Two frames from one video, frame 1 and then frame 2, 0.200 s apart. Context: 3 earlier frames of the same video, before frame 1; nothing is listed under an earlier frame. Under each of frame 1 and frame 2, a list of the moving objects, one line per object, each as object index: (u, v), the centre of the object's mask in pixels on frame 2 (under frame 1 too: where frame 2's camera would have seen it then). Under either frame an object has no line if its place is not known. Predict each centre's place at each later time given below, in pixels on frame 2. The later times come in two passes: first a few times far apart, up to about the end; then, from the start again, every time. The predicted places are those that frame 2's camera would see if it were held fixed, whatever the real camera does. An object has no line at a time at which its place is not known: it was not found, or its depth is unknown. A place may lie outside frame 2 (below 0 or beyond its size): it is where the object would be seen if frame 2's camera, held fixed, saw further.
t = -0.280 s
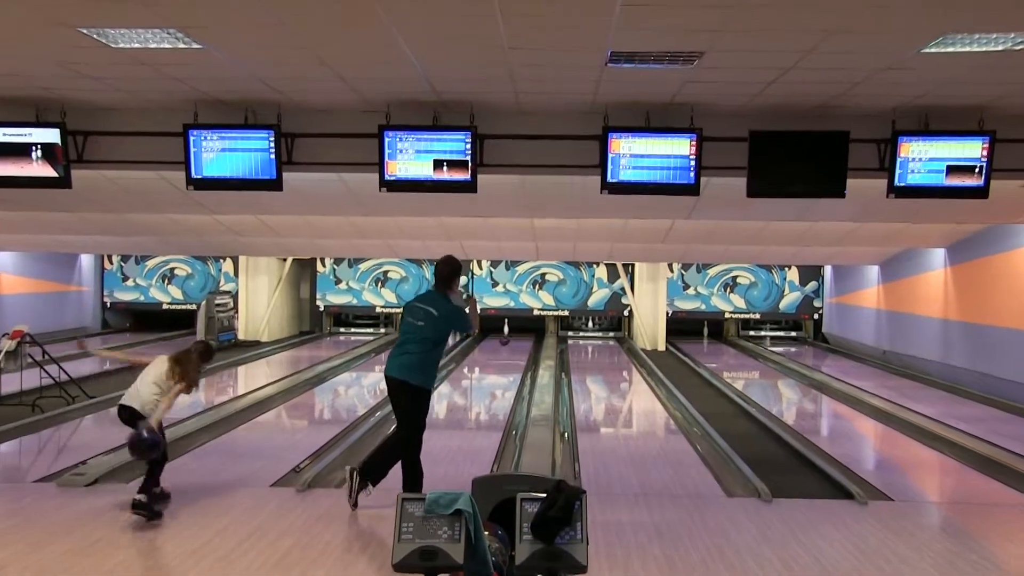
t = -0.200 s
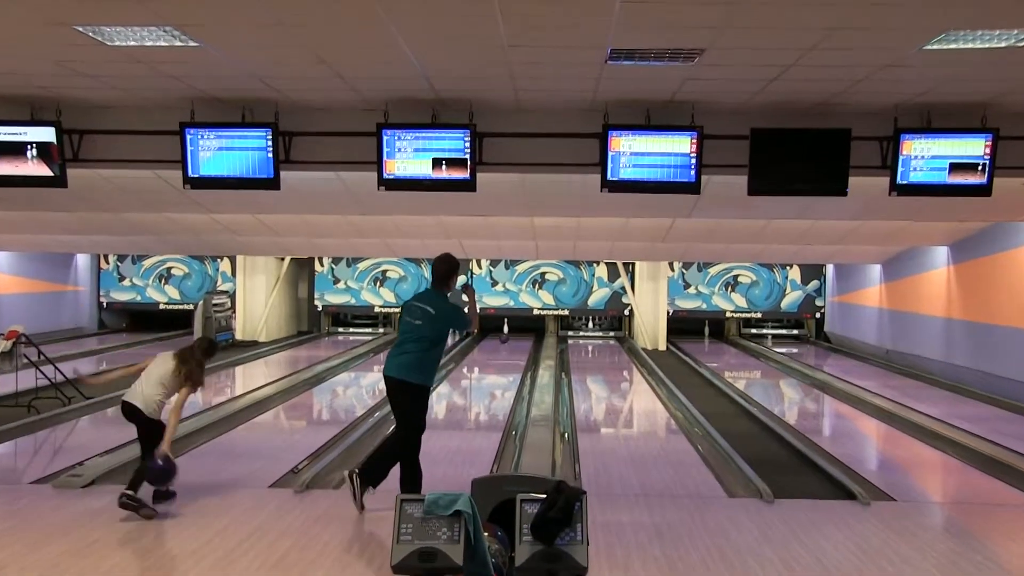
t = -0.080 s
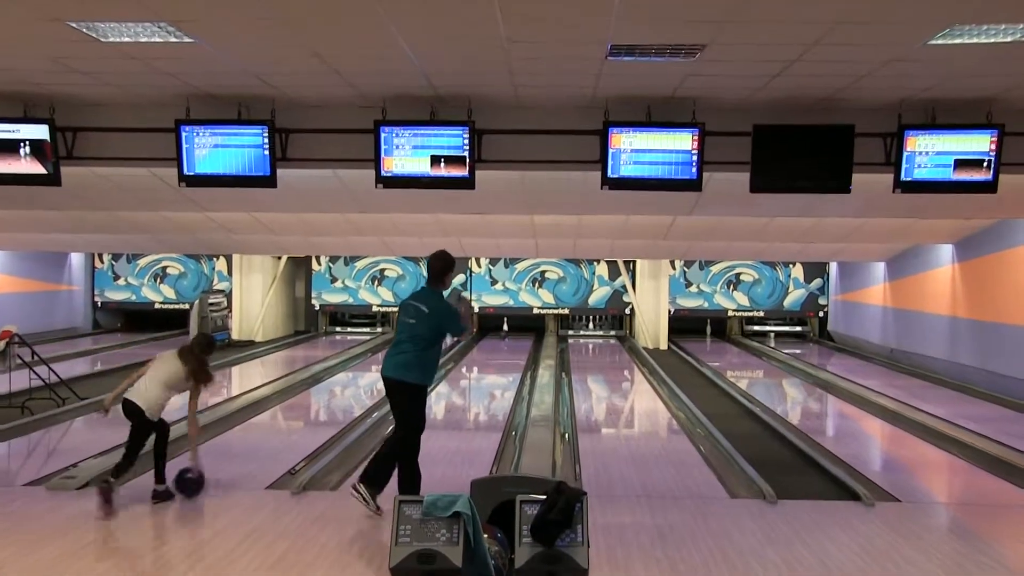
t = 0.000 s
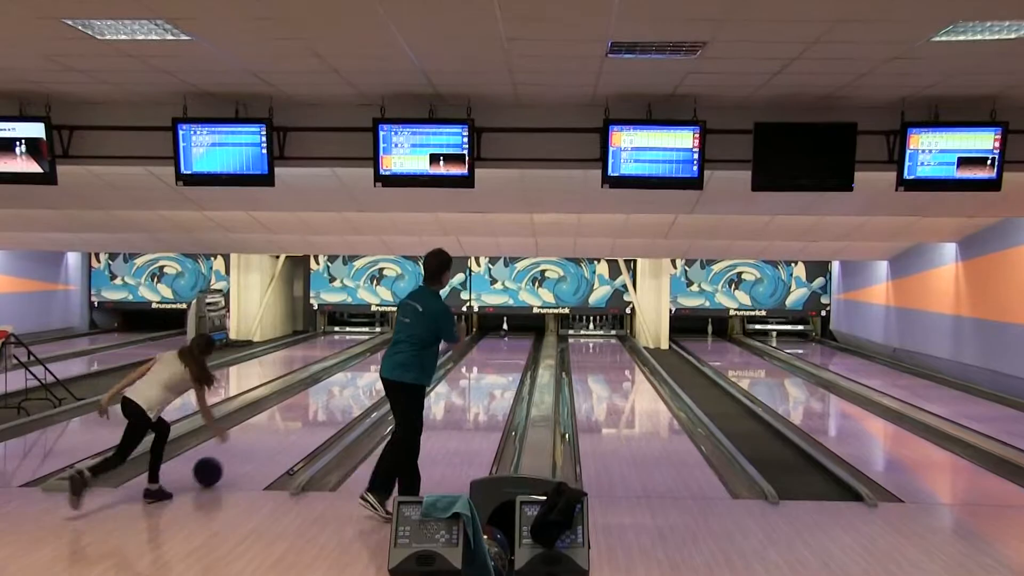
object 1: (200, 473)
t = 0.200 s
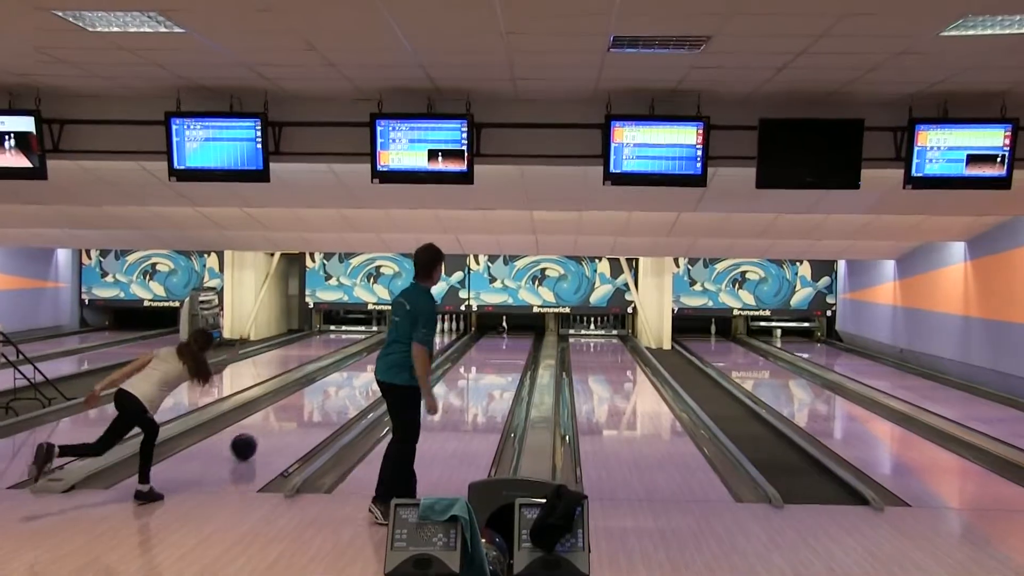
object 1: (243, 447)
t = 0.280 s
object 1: (257, 438)
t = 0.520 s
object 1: (291, 417)
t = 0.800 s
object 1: (322, 398)
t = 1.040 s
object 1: (343, 386)
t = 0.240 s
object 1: (251, 442)
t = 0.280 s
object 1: (257, 438)
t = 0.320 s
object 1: (264, 434)
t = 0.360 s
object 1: (270, 430)
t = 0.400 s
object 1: (275, 427)
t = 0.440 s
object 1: (281, 423)
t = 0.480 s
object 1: (286, 420)
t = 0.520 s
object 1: (291, 417)
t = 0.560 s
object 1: (296, 414)
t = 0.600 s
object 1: (300, 411)
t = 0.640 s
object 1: (305, 408)
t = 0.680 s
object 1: (309, 406)
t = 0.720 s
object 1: (313, 403)
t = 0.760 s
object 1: (317, 401)
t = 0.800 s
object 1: (322, 398)
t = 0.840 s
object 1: (325, 396)
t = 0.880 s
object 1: (329, 394)
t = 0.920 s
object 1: (333, 392)
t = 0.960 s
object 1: (337, 390)
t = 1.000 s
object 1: (341, 388)
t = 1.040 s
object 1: (343, 386)
